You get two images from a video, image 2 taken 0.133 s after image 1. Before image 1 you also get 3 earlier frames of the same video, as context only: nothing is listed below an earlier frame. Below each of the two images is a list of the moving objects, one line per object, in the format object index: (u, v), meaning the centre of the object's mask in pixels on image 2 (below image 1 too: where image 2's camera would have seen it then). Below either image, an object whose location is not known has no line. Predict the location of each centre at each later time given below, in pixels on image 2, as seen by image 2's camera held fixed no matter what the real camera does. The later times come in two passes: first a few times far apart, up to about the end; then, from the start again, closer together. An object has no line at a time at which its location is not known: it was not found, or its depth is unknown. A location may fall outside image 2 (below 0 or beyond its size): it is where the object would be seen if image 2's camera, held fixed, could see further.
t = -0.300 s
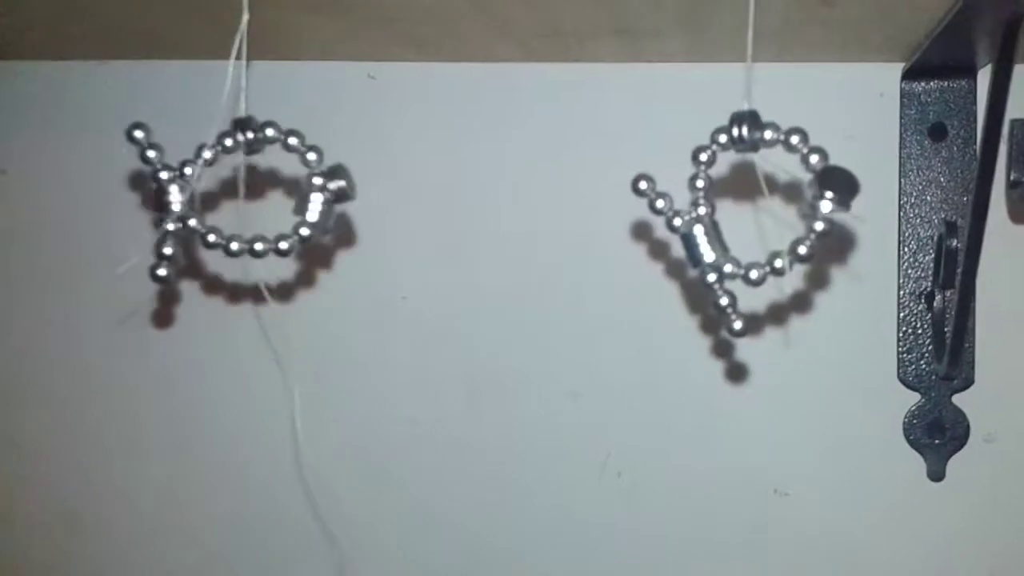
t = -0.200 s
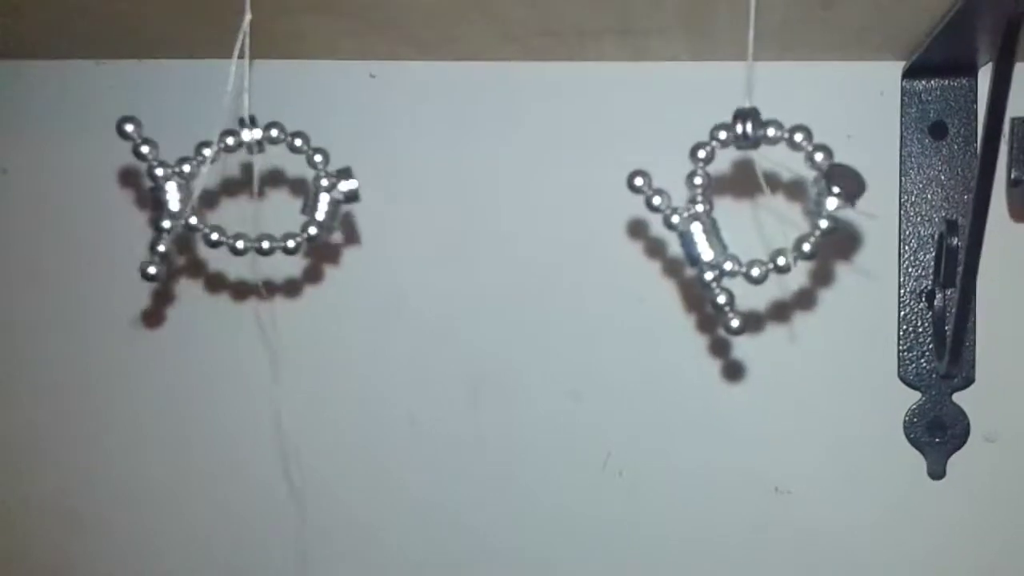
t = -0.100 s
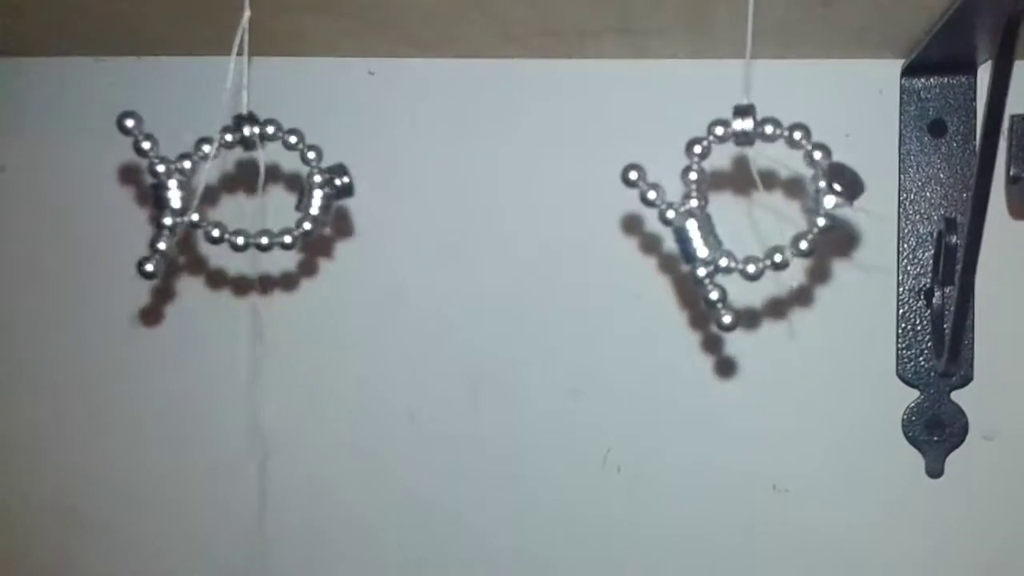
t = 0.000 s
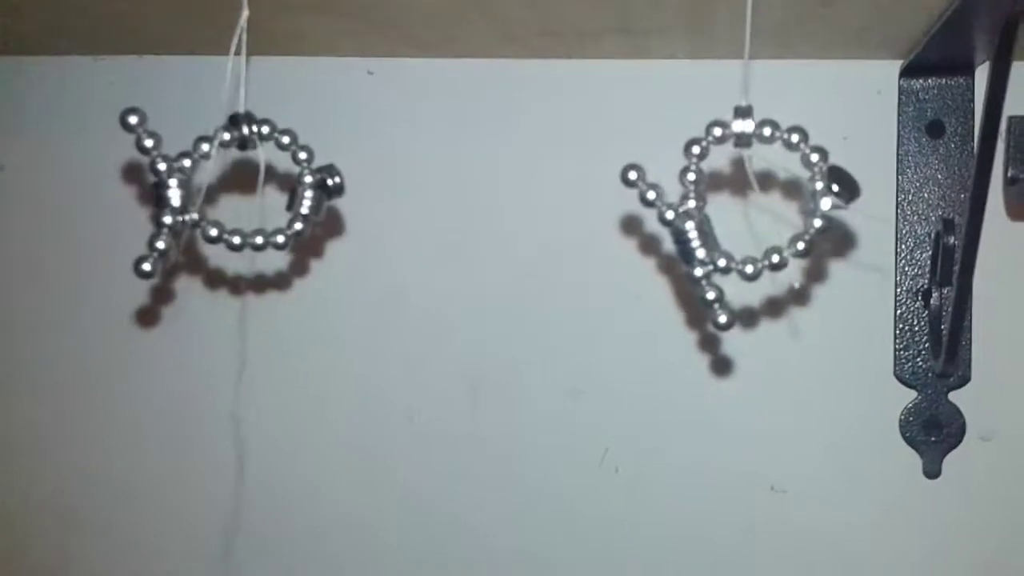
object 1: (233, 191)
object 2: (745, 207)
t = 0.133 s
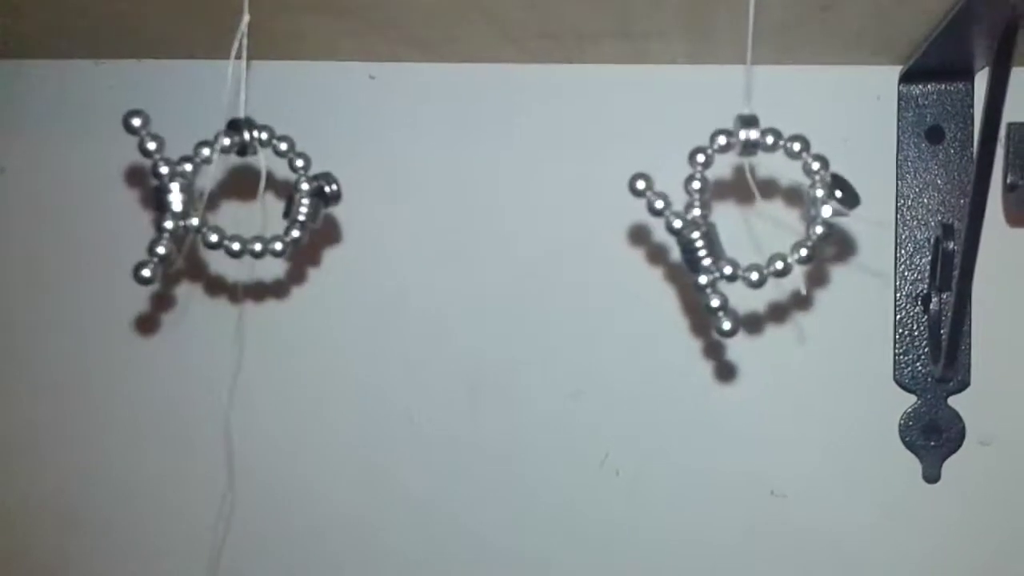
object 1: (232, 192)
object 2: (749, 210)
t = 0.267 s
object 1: (232, 190)
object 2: (748, 209)
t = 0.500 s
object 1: (239, 190)
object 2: (740, 208)
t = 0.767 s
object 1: (241, 188)
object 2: (742, 208)
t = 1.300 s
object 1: (234, 187)
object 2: (740, 206)
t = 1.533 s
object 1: (243, 191)
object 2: (736, 210)
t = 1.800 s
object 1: (243, 187)
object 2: (741, 206)
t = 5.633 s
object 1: (233, 189)
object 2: (741, 205)
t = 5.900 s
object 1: (229, 193)
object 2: (740, 209)
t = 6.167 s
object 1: (234, 190)
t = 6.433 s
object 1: (229, 194)
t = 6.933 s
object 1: (238, 192)
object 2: (739, 211)
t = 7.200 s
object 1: (235, 188)
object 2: (744, 209)
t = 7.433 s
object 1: (243, 188)
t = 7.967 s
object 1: (238, 188)
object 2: (742, 205)
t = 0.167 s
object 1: (232, 192)
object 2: (749, 210)
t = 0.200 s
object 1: (232, 192)
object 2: (749, 210)
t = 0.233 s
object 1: (232, 191)
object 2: (749, 210)
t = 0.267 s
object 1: (232, 190)
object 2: (748, 209)
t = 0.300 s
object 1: (233, 191)
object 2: (747, 209)
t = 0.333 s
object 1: (234, 190)
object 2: (746, 209)
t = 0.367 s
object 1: (235, 192)
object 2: (744, 209)
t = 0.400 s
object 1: (236, 192)
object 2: (743, 209)
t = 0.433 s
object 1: (237, 191)
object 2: (742, 208)
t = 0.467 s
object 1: (238, 190)
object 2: (741, 208)
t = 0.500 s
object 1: (239, 190)
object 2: (740, 208)
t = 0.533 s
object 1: (240, 190)
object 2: (740, 209)
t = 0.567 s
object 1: (241, 190)
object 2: (741, 208)
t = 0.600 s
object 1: (242, 190)
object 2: (741, 208)
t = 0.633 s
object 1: (242, 190)
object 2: (741, 208)
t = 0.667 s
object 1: (244, 188)
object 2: (742, 208)
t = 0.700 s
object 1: (245, 187)
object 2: (743, 208)
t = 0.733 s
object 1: (239, 188)
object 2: (742, 208)
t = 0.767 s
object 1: (241, 188)
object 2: (742, 208)
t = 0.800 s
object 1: (241, 186)
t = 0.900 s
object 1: (242, 184)
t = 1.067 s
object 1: (240, 184)
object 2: (747, 202)
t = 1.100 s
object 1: (238, 185)
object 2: (747, 203)
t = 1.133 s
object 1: (238, 185)
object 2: (747, 203)
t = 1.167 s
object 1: (238, 185)
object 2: (747, 203)
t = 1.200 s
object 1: (237, 186)
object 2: (745, 204)
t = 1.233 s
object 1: (235, 186)
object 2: (743, 205)
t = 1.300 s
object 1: (234, 187)
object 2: (740, 206)
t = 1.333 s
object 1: (233, 186)
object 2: (737, 205)
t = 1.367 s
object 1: (233, 185)
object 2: (736, 206)
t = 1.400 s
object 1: (233, 185)
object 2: (735, 207)
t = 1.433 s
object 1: (236, 185)
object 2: (735, 209)
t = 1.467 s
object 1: (238, 185)
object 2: (735, 208)
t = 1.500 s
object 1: (240, 185)
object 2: (735, 209)
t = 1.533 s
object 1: (243, 191)
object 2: (736, 210)
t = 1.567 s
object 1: (245, 188)
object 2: (740, 211)
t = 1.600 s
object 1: (246, 187)
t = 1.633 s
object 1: (247, 187)
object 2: (744, 209)
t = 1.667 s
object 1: (246, 188)
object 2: (745, 209)
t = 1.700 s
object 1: (247, 188)
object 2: (745, 209)
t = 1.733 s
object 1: (247, 189)
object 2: (744, 209)
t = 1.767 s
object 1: (245, 189)
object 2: (742, 207)
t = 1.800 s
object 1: (243, 187)
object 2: (741, 206)
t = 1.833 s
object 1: (242, 187)
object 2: (739, 206)
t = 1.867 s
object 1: (241, 186)
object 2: (737, 206)
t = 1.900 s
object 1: (242, 186)
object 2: (736, 205)
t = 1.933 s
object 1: (241, 185)
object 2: (737, 205)
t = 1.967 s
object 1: (240, 185)
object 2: (738, 204)
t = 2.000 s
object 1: (241, 184)
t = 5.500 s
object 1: (225, 188)
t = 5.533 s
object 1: (227, 186)
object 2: (738, 204)
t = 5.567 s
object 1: (229, 186)
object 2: (740, 204)
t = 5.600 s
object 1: (231, 187)
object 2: (741, 204)
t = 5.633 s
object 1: (233, 189)
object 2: (741, 205)
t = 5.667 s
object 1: (235, 191)
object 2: (742, 207)
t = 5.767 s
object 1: (235, 195)
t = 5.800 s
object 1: (234, 196)
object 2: (741, 209)
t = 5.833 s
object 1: (233, 196)
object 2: (741, 209)
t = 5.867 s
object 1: (231, 195)
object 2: (740, 209)
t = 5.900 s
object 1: (229, 193)
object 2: (740, 209)
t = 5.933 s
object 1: (228, 194)
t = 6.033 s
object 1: (226, 190)
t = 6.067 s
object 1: (228, 188)
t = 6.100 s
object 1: (231, 187)
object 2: (747, 202)
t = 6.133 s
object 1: (232, 189)
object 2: (749, 203)
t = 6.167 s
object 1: (234, 190)
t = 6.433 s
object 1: (229, 194)
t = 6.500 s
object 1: (227, 193)
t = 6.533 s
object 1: (226, 193)
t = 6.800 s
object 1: (235, 194)
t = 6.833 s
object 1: (236, 193)
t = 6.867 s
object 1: (237, 192)
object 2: (741, 211)
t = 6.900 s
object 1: (238, 192)
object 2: (740, 211)
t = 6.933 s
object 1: (238, 192)
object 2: (739, 211)
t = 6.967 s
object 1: (236, 192)
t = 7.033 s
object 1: (235, 190)
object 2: (739, 210)
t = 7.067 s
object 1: (233, 189)
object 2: (740, 209)
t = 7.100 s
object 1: (232, 188)
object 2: (741, 209)
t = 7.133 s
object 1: (233, 187)
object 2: (742, 209)
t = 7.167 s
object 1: (234, 187)
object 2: (744, 208)
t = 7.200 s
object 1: (235, 188)
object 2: (744, 209)
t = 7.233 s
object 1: (236, 189)
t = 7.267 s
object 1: (239, 188)
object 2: (744, 209)
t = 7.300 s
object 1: (240, 188)
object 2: (743, 209)
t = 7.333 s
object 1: (243, 189)
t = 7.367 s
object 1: (244, 189)
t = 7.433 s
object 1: (243, 188)
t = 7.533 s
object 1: (240, 184)
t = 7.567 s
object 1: (240, 182)
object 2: (738, 205)
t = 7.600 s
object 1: (238, 183)
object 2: (739, 206)
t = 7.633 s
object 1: (234, 183)
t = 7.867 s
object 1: (236, 190)
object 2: (743, 206)
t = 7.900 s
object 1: (237, 190)
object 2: (743, 206)
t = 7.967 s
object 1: (238, 188)
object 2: (742, 205)
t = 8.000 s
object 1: (238, 188)
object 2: (742, 205)
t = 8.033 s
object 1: (238, 189)
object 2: (742, 205)
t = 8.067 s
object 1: (238, 189)
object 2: (743, 206)
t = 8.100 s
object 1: (238, 189)
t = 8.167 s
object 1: (237, 187)
